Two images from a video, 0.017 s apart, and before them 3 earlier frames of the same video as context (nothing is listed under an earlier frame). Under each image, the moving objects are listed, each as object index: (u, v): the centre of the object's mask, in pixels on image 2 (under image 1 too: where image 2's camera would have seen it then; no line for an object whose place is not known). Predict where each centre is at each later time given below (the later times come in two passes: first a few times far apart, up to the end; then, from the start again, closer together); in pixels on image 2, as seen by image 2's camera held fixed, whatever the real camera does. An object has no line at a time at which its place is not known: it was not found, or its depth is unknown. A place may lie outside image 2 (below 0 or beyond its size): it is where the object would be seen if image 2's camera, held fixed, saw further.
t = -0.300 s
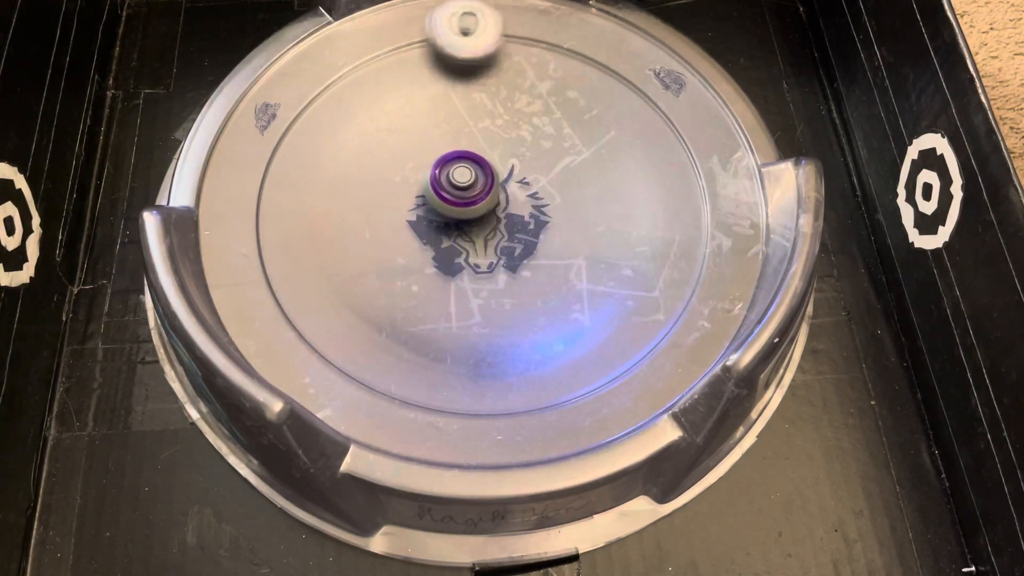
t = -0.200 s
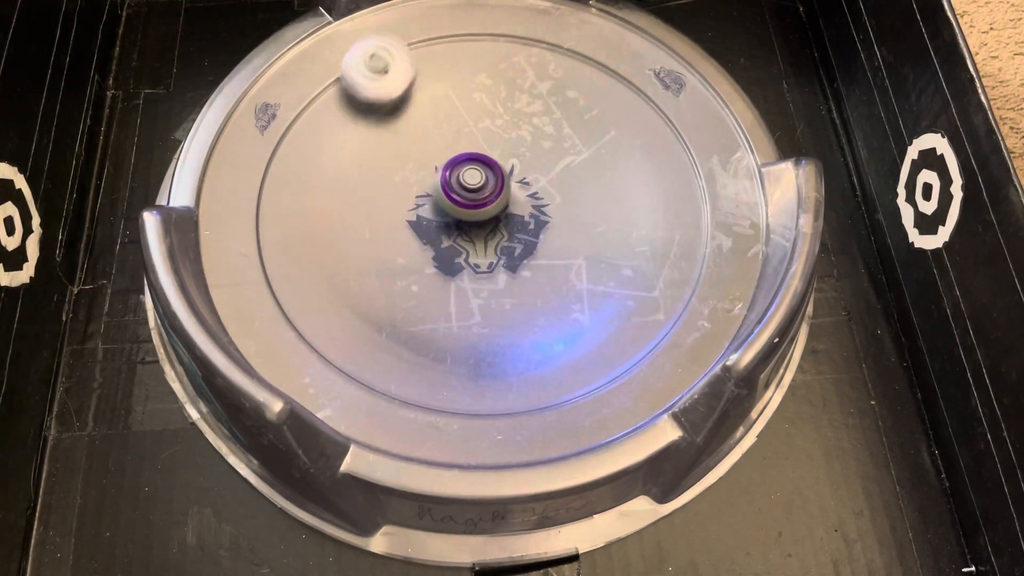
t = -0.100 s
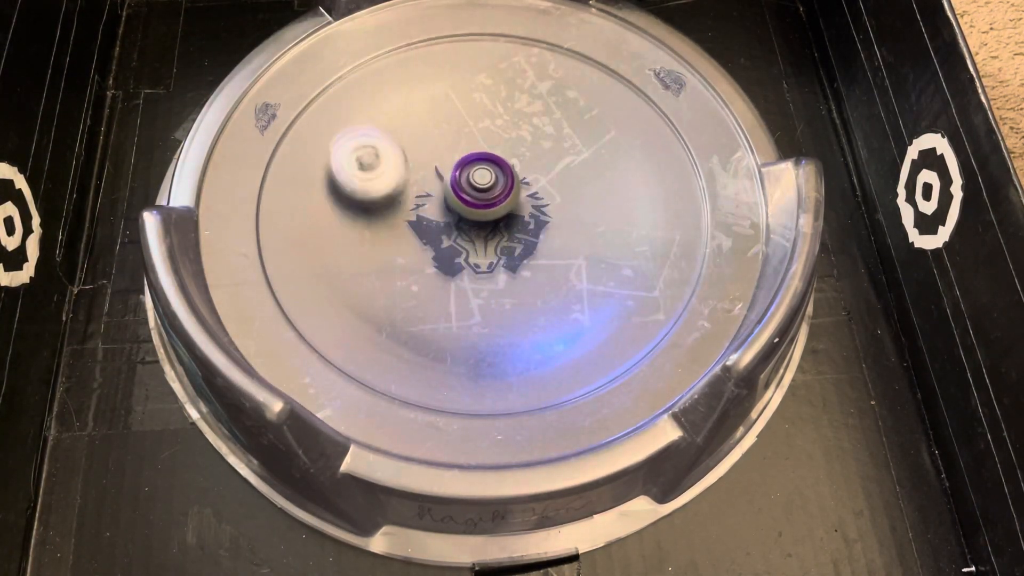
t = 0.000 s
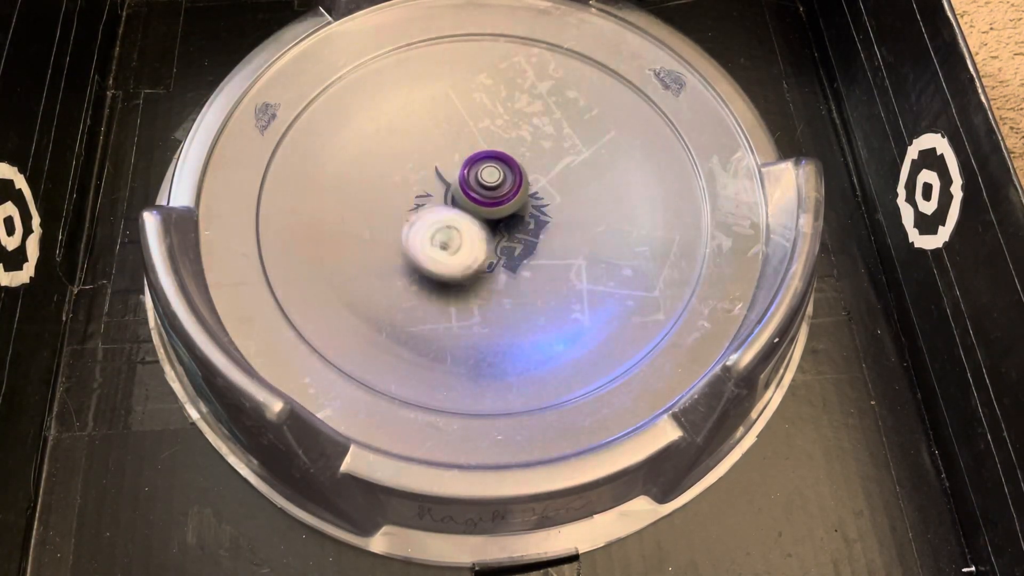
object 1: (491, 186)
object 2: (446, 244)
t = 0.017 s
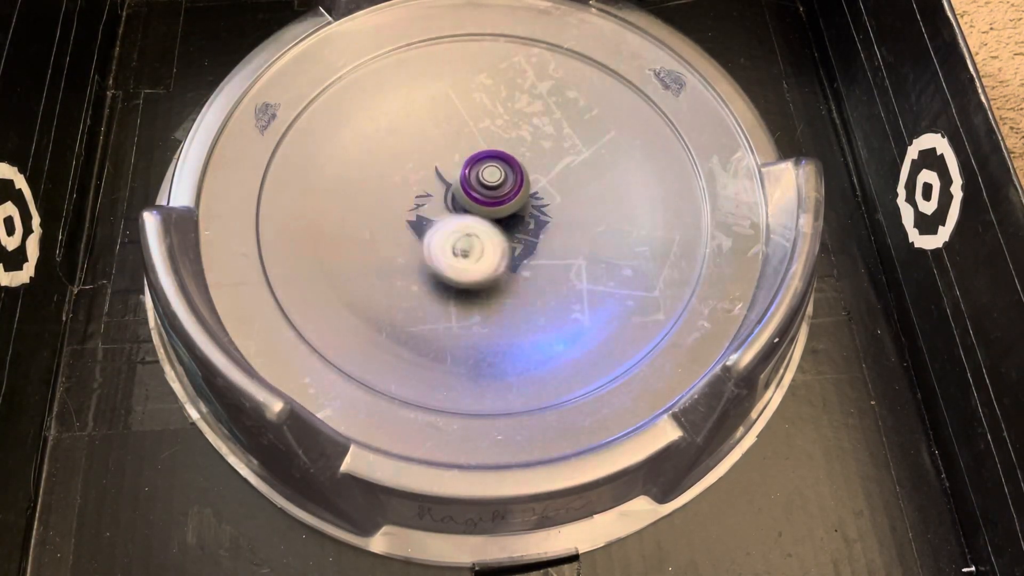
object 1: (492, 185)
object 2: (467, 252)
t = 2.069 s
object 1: (507, 244)
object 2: (395, 172)
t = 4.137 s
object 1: (639, 311)
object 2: (273, 157)
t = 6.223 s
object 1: (536, 223)
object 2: (440, 171)
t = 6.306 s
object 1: (551, 222)
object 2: (422, 202)
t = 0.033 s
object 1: (493, 185)
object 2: (484, 256)
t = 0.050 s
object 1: (494, 185)
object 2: (505, 258)
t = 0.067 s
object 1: (495, 184)
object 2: (526, 258)
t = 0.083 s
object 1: (495, 184)
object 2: (545, 257)
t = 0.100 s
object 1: (496, 184)
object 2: (565, 253)
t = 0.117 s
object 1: (497, 183)
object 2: (582, 246)
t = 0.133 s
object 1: (498, 183)
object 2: (600, 238)
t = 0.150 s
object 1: (499, 183)
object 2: (614, 228)
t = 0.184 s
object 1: (501, 183)
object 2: (640, 202)
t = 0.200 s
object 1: (502, 182)
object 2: (651, 187)
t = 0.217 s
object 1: (503, 182)
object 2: (659, 174)
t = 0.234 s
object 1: (504, 183)
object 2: (665, 159)
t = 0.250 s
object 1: (506, 182)
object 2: (670, 142)
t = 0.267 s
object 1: (506, 182)
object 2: (673, 128)
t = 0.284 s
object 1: (507, 182)
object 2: (668, 113)
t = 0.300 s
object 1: (508, 182)
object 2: (653, 104)
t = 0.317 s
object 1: (508, 182)
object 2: (638, 97)
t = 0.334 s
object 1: (508, 182)
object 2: (625, 89)
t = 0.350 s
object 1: (509, 181)
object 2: (614, 81)
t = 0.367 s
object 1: (509, 181)
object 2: (603, 76)
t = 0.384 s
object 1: (509, 181)
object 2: (592, 70)
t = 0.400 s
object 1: (509, 182)
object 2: (580, 67)
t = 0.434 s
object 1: (511, 182)
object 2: (553, 66)
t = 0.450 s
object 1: (511, 182)
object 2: (539, 69)
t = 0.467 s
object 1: (511, 183)
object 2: (523, 73)
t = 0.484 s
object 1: (512, 183)
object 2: (509, 79)
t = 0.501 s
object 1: (513, 183)
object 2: (495, 88)
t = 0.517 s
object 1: (513, 183)
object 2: (481, 98)
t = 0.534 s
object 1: (514, 184)
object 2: (467, 110)
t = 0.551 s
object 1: (514, 184)
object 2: (457, 123)
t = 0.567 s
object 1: (515, 184)
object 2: (449, 137)
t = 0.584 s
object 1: (515, 185)
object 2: (444, 152)
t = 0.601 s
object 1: (516, 185)
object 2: (440, 168)
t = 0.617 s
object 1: (517, 186)
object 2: (438, 184)
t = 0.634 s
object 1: (517, 186)
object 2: (439, 200)
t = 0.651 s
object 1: (518, 187)
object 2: (442, 216)
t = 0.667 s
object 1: (517, 188)
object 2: (448, 231)
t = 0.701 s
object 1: (518, 189)
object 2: (466, 258)
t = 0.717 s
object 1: (518, 190)
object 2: (478, 271)
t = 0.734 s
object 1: (518, 191)
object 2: (491, 282)
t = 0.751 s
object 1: (519, 191)
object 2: (506, 291)
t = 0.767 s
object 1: (519, 192)
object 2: (522, 298)
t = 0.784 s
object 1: (520, 193)
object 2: (541, 303)
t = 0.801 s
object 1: (520, 193)
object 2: (558, 305)
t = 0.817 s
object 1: (521, 195)
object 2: (578, 306)
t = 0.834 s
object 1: (522, 196)
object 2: (596, 303)
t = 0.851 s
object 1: (522, 196)
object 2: (614, 299)
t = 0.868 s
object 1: (523, 198)
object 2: (632, 294)
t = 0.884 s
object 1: (523, 198)
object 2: (648, 286)
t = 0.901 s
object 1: (524, 199)
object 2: (662, 278)
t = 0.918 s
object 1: (524, 200)
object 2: (675, 270)
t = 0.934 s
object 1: (524, 201)
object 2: (686, 259)
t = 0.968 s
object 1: (525, 203)
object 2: (700, 235)
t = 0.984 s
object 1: (526, 204)
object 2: (701, 219)
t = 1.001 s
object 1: (526, 204)
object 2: (697, 204)
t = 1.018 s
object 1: (526, 205)
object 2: (693, 189)
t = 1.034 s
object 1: (527, 206)
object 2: (686, 176)
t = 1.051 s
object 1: (528, 207)
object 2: (678, 165)
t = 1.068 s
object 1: (528, 207)
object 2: (667, 155)
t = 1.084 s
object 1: (529, 208)
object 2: (655, 146)
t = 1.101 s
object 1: (529, 209)
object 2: (641, 139)
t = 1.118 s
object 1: (530, 210)
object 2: (625, 133)
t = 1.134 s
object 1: (530, 210)
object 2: (609, 130)
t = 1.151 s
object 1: (531, 211)
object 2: (592, 127)
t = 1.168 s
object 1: (531, 211)
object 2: (575, 127)
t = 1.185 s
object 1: (531, 212)
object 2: (558, 128)
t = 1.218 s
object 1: (531, 213)
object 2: (522, 134)
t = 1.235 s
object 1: (531, 214)
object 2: (505, 141)
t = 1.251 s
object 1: (531, 214)
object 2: (489, 148)
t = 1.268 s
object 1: (531, 214)
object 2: (473, 158)
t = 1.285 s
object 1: (531, 215)
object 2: (459, 167)
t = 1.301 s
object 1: (531, 215)
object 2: (445, 177)
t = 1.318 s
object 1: (531, 216)
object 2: (432, 190)
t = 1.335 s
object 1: (531, 216)
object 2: (423, 203)
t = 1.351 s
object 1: (531, 217)
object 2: (415, 216)
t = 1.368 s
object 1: (531, 218)
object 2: (408, 230)
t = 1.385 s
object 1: (530, 218)
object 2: (403, 245)
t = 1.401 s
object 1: (530, 219)
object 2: (400, 261)
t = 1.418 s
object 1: (529, 220)
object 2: (399, 276)
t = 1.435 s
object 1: (529, 220)
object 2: (401, 290)
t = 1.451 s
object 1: (528, 221)
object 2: (405, 306)
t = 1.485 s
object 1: (527, 222)
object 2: (420, 335)
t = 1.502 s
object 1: (526, 223)
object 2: (431, 348)
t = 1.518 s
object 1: (525, 224)
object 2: (443, 359)
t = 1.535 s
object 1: (525, 225)
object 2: (457, 370)
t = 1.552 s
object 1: (524, 225)
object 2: (472, 379)
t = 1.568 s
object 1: (523, 226)
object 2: (488, 387)
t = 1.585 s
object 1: (523, 227)
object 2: (505, 392)
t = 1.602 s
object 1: (522, 228)
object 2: (522, 395)
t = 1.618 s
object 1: (521, 229)
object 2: (540, 388)
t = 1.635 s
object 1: (521, 230)
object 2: (559, 379)
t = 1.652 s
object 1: (520, 231)
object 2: (577, 370)
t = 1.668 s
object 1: (520, 232)
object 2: (590, 362)
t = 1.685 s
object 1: (519, 232)
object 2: (602, 352)
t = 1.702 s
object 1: (519, 233)
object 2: (613, 339)
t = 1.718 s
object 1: (518, 234)
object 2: (620, 328)
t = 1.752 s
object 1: (517, 236)
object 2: (628, 300)
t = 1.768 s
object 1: (517, 237)
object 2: (628, 286)
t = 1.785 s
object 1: (516, 237)
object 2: (626, 272)
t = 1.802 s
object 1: (516, 238)
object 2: (623, 257)
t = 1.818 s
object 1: (515, 239)
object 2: (618, 243)
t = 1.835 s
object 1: (515, 239)
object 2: (610, 230)
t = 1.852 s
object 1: (514, 240)
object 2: (601, 218)
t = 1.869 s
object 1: (514, 241)
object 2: (590, 206)
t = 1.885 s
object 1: (514, 241)
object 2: (576, 197)
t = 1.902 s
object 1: (513, 241)
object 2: (562, 188)
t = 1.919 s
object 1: (513, 242)
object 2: (547, 181)
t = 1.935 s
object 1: (512, 242)
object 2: (531, 175)
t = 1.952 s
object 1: (512, 243)
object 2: (515, 170)
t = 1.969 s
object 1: (511, 243)
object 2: (498, 166)
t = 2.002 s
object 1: (510, 244)
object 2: (464, 163)
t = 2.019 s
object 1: (509, 244)
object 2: (447, 163)
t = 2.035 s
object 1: (509, 244)
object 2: (430, 165)
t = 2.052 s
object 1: (508, 244)
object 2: (412, 167)
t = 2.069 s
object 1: (507, 244)
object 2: (395, 172)
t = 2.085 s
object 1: (507, 245)
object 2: (381, 177)
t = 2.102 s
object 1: (506, 245)
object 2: (366, 184)
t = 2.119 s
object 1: (505, 245)
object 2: (352, 193)
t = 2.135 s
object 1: (505, 245)
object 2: (341, 202)
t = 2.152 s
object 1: (503, 245)
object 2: (331, 213)
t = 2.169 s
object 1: (503, 245)
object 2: (324, 226)
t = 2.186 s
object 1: (501, 245)
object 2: (318, 238)
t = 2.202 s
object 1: (501, 244)
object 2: (314, 251)
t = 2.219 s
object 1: (499, 244)
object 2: (311, 265)
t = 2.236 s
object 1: (499, 244)
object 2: (312, 279)
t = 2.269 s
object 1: (497, 244)
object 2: (318, 305)
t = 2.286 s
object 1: (495, 244)
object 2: (325, 317)
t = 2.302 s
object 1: (494, 244)
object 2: (335, 329)
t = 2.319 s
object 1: (493, 244)
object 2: (347, 339)
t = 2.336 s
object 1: (492, 244)
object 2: (361, 347)
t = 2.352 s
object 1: (491, 244)
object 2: (377, 354)
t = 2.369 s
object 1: (490, 244)
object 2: (395, 358)
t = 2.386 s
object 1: (489, 244)
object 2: (412, 359)
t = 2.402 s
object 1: (488, 244)
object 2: (430, 359)
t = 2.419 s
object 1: (486, 244)
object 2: (448, 357)
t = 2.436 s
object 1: (485, 244)
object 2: (466, 352)
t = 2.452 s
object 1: (484, 244)
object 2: (482, 345)
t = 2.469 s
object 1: (483, 244)
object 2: (498, 337)
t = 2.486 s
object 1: (482, 244)
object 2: (512, 328)
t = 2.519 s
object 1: (480, 244)
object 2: (535, 303)
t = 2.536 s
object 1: (479, 244)
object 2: (543, 290)
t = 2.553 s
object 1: (477, 244)
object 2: (549, 276)
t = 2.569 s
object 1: (475, 243)
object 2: (556, 262)
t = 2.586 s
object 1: (470, 242)
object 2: (565, 248)
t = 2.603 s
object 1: (467, 240)
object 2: (570, 235)
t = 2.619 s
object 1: (466, 240)
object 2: (573, 221)
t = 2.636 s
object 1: (464, 240)
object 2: (573, 207)
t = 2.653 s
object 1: (463, 240)
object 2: (572, 192)
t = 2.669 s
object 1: (463, 240)
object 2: (569, 177)
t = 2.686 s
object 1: (462, 240)
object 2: (564, 164)
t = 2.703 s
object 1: (462, 240)
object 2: (558, 150)
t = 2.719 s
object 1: (461, 240)
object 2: (551, 137)
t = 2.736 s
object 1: (461, 241)
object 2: (542, 125)
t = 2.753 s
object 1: (461, 241)
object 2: (532, 113)
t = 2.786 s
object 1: (460, 241)
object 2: (508, 95)
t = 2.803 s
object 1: (459, 241)
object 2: (496, 88)
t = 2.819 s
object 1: (459, 241)
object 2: (480, 82)
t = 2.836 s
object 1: (459, 241)
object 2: (466, 77)
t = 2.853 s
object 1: (458, 241)
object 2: (451, 74)
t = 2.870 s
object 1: (458, 241)
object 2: (436, 72)
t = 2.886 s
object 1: (458, 240)
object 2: (422, 72)
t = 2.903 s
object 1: (458, 240)
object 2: (406, 72)
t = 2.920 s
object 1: (458, 240)
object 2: (390, 74)
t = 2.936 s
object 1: (458, 239)
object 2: (377, 78)
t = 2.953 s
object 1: (458, 239)
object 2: (364, 83)
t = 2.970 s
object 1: (458, 238)
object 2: (352, 90)
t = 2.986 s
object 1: (458, 238)
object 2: (340, 98)
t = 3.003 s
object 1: (458, 237)
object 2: (332, 108)
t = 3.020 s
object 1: (458, 236)
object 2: (326, 119)
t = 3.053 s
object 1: (458, 235)
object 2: (319, 145)
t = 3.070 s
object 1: (458, 234)
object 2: (318, 158)
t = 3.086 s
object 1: (458, 233)
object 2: (320, 172)
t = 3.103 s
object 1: (458, 232)
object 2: (323, 187)
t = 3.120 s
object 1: (458, 231)
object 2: (329, 202)
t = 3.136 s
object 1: (458, 230)
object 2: (336, 216)
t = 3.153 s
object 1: (458, 229)
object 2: (346, 229)
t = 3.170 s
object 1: (458, 228)
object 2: (357, 241)
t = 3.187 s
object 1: (457, 227)
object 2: (371, 252)
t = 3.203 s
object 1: (457, 226)
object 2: (386, 262)
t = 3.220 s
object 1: (458, 224)
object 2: (402, 271)
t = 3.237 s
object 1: (458, 221)
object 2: (415, 279)
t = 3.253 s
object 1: (459, 219)
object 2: (430, 285)
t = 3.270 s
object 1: (459, 217)
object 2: (446, 290)
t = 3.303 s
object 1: (459, 214)
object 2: (480, 295)
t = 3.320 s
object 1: (458, 213)
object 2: (498, 296)
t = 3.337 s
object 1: (458, 212)
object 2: (516, 293)
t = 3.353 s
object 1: (457, 211)
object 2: (532, 289)
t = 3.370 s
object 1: (457, 210)
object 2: (549, 284)
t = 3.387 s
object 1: (456, 209)
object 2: (564, 276)
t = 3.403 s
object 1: (455, 208)
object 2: (577, 268)
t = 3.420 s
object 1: (455, 207)
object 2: (589, 258)
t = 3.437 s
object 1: (454, 206)
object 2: (600, 247)
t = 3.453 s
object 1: (454, 205)
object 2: (609, 236)
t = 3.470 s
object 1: (453, 204)
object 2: (617, 223)
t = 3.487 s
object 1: (452, 204)
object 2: (623, 209)
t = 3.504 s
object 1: (452, 204)
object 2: (626, 195)
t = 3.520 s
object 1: (451, 203)
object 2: (628, 181)
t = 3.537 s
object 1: (451, 203)
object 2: (627, 168)
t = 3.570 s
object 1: (450, 202)
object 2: (620, 142)
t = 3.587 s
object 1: (450, 202)
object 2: (615, 130)
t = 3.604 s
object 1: (450, 201)
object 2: (608, 119)
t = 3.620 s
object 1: (450, 201)
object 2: (599, 109)
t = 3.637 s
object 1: (450, 201)
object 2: (589, 101)
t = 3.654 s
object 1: (449, 201)
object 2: (577, 93)
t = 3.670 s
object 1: (449, 200)
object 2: (564, 87)
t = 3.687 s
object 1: (449, 200)
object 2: (551, 84)
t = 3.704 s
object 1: (449, 200)
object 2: (537, 82)
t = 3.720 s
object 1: (450, 200)
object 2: (523, 81)
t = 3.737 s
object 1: (450, 200)
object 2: (508, 81)
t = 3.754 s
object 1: (450, 200)
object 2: (493, 84)
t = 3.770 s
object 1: (450, 200)
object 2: (478, 87)
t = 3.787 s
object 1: (451, 199)
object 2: (464, 92)
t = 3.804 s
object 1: (451, 199)
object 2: (449, 98)
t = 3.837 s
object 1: (452, 199)
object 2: (426, 114)
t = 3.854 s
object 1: (452, 199)
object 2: (416, 125)
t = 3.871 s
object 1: (452, 199)
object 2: (407, 135)
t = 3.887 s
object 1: (453, 199)
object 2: (400, 144)
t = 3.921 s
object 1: (472, 220)
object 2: (379, 128)
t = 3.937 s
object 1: (490, 242)
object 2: (358, 110)
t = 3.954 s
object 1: (511, 264)
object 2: (336, 95)
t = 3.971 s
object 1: (530, 277)
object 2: (319, 87)
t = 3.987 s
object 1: (548, 293)
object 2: (311, 85)
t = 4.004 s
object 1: (562, 301)
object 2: (308, 87)
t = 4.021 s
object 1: (576, 307)
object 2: (305, 92)
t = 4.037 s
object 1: (589, 315)
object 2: (303, 102)
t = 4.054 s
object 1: (601, 325)
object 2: (300, 113)
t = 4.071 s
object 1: (611, 328)
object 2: (295, 121)
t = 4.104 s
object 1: (625, 324)
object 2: (285, 141)
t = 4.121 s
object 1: (632, 318)
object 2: (279, 149)
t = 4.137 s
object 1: (639, 311)
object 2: (273, 157)
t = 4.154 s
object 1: (646, 303)
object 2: (269, 164)
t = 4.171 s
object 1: (652, 294)
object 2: (270, 176)
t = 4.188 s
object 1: (658, 285)
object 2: (272, 188)
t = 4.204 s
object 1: (663, 276)
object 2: (272, 197)
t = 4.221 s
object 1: (668, 269)
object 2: (272, 208)
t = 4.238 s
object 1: (671, 258)
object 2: (273, 218)
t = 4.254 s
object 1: (674, 249)
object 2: (275, 228)
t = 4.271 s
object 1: (676, 240)
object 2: (278, 238)
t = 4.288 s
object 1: (678, 230)
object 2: (284, 247)
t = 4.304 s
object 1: (679, 221)
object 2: (292, 256)
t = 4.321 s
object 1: (678, 212)
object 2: (300, 264)
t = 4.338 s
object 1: (678, 204)
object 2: (312, 272)
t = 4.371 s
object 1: (675, 187)
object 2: (337, 282)
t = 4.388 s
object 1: (673, 178)
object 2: (352, 287)
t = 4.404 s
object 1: (670, 170)
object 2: (368, 290)
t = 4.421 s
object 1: (666, 162)
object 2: (382, 292)
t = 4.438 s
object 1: (663, 155)
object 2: (396, 292)
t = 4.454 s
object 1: (658, 148)
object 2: (412, 292)
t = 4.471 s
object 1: (653, 141)
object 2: (426, 289)
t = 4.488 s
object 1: (647, 134)
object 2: (438, 286)
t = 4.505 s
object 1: (642, 129)
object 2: (453, 281)
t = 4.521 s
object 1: (636, 123)
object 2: (467, 275)
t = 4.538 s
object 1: (629, 117)
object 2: (479, 268)
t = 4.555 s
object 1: (623, 113)
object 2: (490, 260)
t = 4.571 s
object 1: (616, 107)
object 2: (500, 252)
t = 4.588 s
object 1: (608, 103)
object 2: (510, 243)
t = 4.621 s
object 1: (591, 96)
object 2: (526, 223)
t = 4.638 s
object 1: (582, 93)
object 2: (532, 212)
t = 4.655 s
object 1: (574, 90)
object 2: (537, 202)
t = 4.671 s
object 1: (564, 88)
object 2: (542, 190)
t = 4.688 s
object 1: (555, 86)
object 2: (546, 179)
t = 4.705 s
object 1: (545, 85)
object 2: (548, 168)
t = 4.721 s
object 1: (534, 85)
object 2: (549, 158)
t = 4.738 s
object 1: (525, 84)
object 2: (550, 148)
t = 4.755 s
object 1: (511, 69)
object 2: (553, 152)
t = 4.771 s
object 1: (495, 52)
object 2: (557, 157)
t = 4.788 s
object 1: (481, 38)
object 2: (559, 160)
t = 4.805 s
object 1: (469, 29)
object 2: (560, 162)
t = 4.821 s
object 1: (455, 27)
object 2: (559, 161)
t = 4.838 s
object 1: (437, 31)
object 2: (558, 159)
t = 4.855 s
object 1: (421, 38)
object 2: (557, 158)
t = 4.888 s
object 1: (391, 51)
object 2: (556, 153)
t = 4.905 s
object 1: (378, 55)
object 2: (555, 152)
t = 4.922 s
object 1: (367, 60)
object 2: (554, 150)
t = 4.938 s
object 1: (358, 62)
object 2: (552, 148)
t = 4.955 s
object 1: (350, 67)
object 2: (550, 146)
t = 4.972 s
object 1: (342, 69)
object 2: (547, 145)
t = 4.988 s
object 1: (333, 74)
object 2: (544, 144)
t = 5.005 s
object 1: (327, 83)
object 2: (540, 143)
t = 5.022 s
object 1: (322, 92)
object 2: (536, 144)
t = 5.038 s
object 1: (318, 100)
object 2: (532, 146)
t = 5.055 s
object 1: (314, 108)
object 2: (528, 148)
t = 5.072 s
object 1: (313, 114)
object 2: (525, 151)
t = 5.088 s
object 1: (311, 120)
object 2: (522, 154)
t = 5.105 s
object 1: (309, 127)
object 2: (519, 158)
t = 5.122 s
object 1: (309, 133)
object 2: (517, 163)
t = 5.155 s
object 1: (309, 145)
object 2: (514, 173)
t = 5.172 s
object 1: (310, 150)
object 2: (512, 179)
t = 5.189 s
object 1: (311, 156)
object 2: (511, 185)
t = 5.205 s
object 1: (312, 163)
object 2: (511, 191)
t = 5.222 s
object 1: (316, 169)
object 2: (510, 198)
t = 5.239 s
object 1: (318, 177)
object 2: (511, 204)
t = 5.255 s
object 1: (322, 183)
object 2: (513, 211)
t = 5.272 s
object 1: (325, 191)
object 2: (516, 217)
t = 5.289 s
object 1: (329, 197)
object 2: (519, 223)
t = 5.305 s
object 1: (333, 205)
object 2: (524, 229)
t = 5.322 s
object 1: (339, 211)
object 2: (528, 234)
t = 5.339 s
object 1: (345, 217)
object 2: (533, 237)
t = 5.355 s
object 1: (351, 223)
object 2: (538, 241)
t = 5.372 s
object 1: (358, 229)
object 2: (543, 243)
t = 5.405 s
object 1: (372, 238)
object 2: (554, 247)
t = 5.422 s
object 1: (380, 244)
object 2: (559, 248)
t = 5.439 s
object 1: (388, 247)
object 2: (563, 247)
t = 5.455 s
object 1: (397, 249)
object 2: (567, 247)
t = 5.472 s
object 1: (404, 252)
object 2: (570, 245)
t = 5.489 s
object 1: (413, 254)
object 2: (572, 243)
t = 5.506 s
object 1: (421, 256)
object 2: (573, 241)
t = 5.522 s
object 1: (431, 257)
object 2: (574, 239)
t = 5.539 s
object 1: (439, 258)
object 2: (573, 237)
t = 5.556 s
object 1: (446, 258)
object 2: (572, 234)
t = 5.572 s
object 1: (455, 257)
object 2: (571, 231)
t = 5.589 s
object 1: (462, 256)
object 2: (568, 229)
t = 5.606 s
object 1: (470, 254)
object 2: (565, 226)
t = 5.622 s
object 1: (477, 252)
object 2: (561, 224)
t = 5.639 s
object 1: (483, 251)
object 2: (559, 222)
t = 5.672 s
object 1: (478, 250)
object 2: (569, 212)
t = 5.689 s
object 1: (478, 249)
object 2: (571, 207)
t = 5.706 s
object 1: (481, 249)
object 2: (571, 204)
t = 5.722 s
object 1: (484, 247)
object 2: (569, 200)
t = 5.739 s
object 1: (489, 244)
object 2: (566, 196)
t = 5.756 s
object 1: (495, 241)
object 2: (562, 193)
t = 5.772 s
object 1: (499, 240)
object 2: (559, 191)
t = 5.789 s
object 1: (497, 242)
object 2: (563, 183)
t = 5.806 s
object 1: (495, 246)
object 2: (568, 175)
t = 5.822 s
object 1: (494, 247)
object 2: (571, 170)
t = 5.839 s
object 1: (494, 247)
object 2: (573, 166)
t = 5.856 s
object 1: (496, 247)
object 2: (574, 160)
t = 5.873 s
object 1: (497, 245)
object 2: (573, 152)
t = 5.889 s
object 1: (499, 244)
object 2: (570, 146)
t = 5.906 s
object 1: (502, 242)
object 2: (566, 140)
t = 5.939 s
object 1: (506, 239)
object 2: (556, 129)
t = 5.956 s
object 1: (507, 237)
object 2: (550, 125)
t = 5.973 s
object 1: (510, 235)
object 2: (542, 122)
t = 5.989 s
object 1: (512, 233)
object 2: (535, 120)
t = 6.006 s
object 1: (514, 231)
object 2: (526, 120)
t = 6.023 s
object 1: (516, 229)
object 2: (519, 120)
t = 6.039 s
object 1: (516, 227)
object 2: (510, 122)
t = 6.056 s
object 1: (517, 226)
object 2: (502, 124)
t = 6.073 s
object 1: (518, 224)
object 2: (494, 128)
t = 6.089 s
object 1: (519, 221)
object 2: (488, 132)
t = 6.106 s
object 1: (519, 220)
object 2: (481, 137)
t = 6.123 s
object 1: (519, 218)
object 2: (475, 144)
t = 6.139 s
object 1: (518, 216)
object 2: (470, 150)
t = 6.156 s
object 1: (518, 215)
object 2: (466, 157)
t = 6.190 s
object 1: (523, 216)
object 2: (456, 166)
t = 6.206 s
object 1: (530, 221)
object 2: (447, 168)
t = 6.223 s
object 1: (536, 223)
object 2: (440, 171)
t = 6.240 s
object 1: (541, 225)
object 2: (435, 176)
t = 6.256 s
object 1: (544, 225)
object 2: (430, 182)
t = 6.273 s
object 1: (546, 224)
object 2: (426, 188)
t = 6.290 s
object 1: (549, 223)
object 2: (423, 195)
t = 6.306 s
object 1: (551, 222)
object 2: (422, 202)
